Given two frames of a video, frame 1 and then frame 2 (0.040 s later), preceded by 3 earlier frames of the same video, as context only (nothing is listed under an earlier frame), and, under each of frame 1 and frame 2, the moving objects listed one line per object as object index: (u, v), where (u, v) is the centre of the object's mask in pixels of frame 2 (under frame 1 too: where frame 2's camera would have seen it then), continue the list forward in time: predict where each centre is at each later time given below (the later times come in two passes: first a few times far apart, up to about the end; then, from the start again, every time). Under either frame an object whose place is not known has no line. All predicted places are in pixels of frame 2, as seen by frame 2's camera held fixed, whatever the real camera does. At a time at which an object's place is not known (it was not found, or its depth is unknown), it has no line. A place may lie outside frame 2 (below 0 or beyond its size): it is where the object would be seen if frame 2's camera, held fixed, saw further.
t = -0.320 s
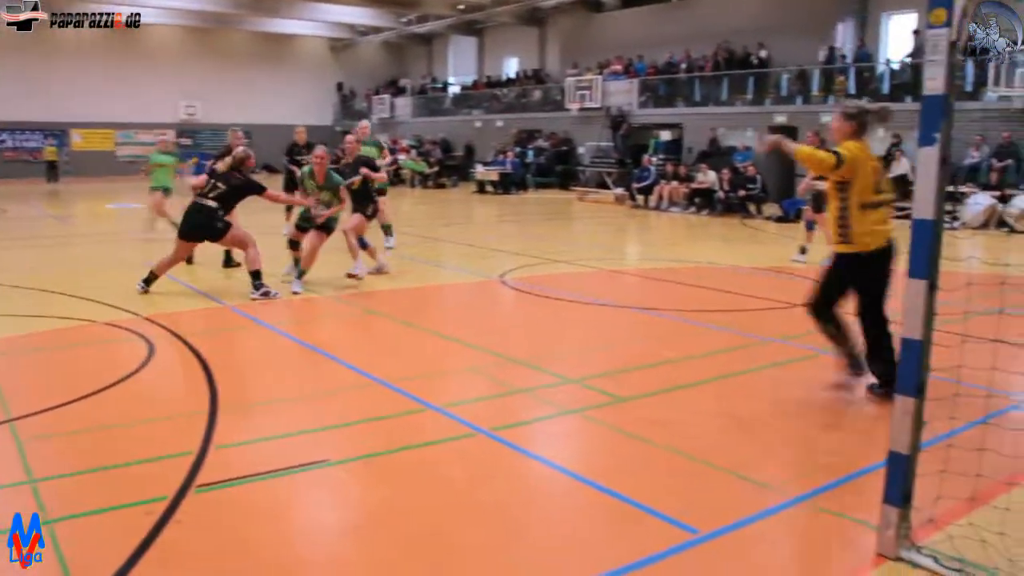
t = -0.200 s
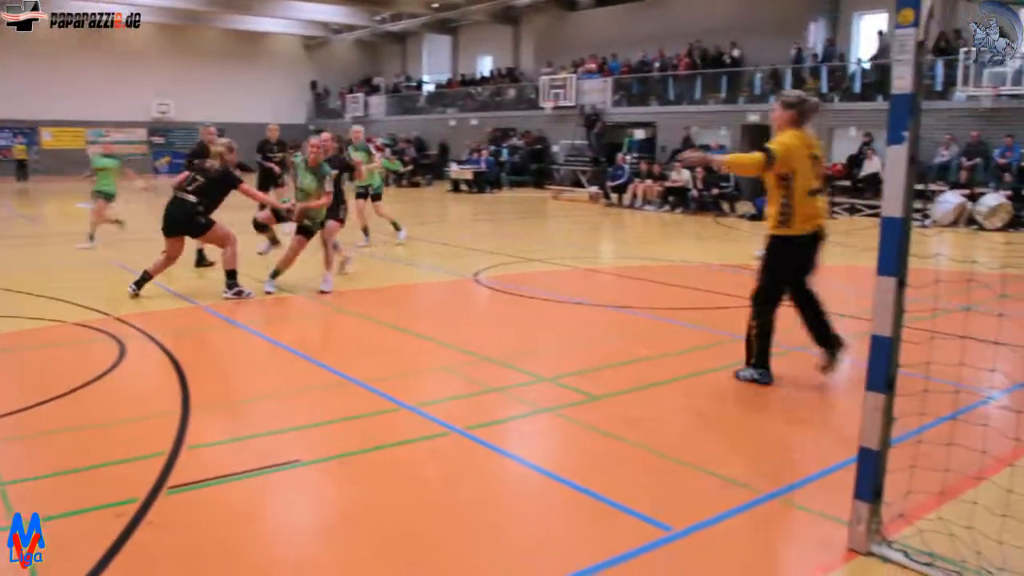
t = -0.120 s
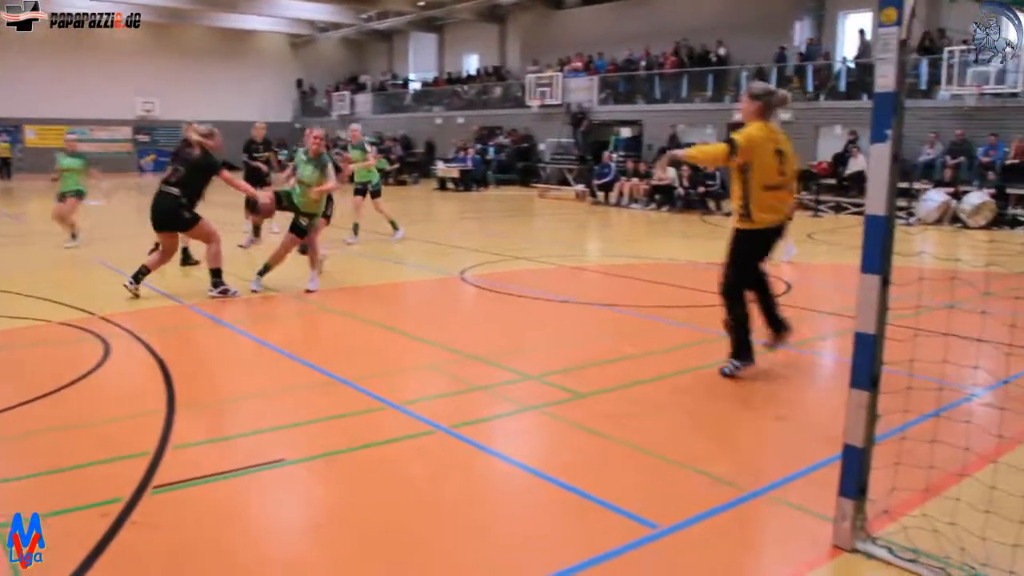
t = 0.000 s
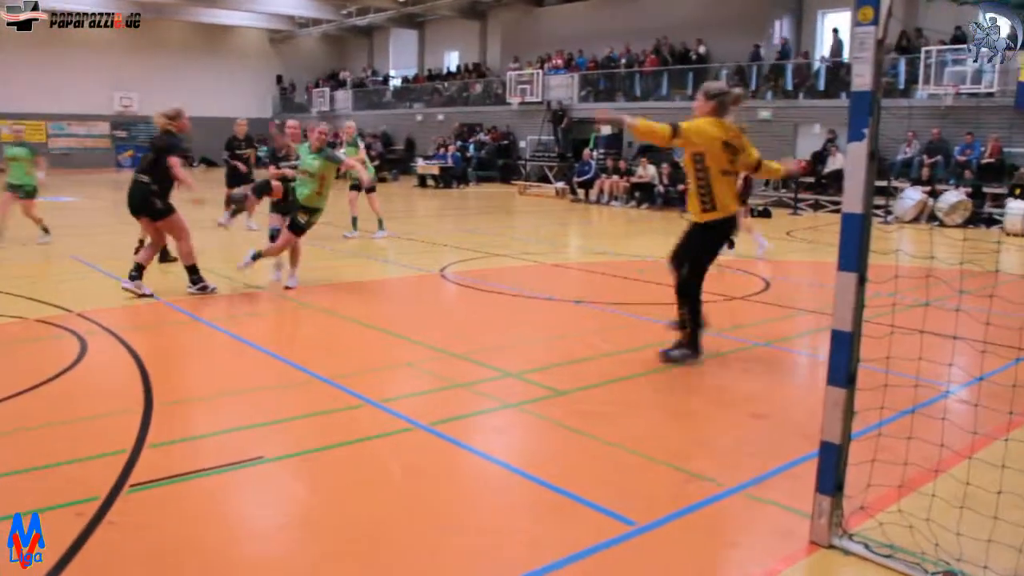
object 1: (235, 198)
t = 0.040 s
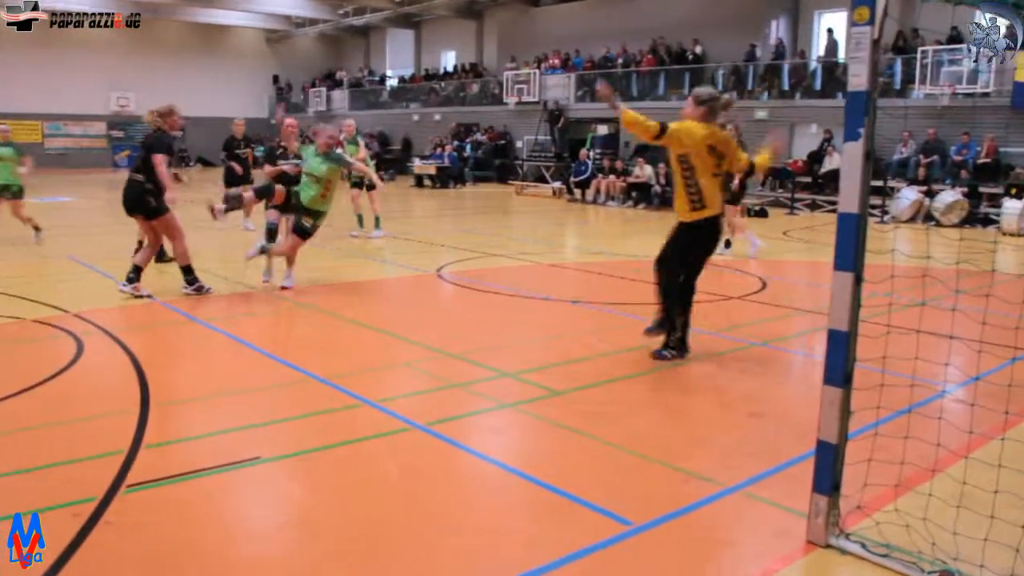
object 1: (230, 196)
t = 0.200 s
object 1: (225, 218)
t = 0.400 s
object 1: (215, 294)
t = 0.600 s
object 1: (203, 288)
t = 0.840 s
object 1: (192, 289)
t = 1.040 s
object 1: (187, 358)
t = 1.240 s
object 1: (172, 335)
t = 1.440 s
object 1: (159, 380)
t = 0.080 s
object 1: (229, 201)
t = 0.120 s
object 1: (229, 205)
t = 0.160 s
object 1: (228, 209)
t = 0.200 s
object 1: (225, 218)
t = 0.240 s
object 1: (223, 228)
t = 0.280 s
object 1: (221, 241)
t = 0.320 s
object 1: (219, 256)
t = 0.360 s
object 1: (217, 273)
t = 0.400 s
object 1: (215, 294)
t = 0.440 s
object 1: (213, 318)
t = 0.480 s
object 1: (211, 317)
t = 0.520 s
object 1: (209, 305)
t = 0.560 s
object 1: (206, 296)
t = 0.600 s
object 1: (203, 288)
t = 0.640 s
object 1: (202, 282)
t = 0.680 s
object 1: (200, 279)
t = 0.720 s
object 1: (198, 278)
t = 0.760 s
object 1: (195, 279)
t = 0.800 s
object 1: (194, 282)
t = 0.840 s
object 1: (192, 289)
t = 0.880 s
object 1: (191, 297)
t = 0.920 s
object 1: (190, 308)
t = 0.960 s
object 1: (189, 323)
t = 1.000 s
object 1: (188, 340)
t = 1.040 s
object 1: (187, 358)
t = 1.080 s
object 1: (184, 350)
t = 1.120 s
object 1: (180, 342)
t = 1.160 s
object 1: (177, 337)
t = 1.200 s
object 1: (174, 335)
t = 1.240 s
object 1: (172, 335)
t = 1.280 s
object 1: (169, 338)
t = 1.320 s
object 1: (166, 344)
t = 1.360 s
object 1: (163, 353)
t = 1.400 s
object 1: (161, 366)
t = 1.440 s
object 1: (159, 380)
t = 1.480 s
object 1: (155, 391)
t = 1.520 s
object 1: (151, 385)
